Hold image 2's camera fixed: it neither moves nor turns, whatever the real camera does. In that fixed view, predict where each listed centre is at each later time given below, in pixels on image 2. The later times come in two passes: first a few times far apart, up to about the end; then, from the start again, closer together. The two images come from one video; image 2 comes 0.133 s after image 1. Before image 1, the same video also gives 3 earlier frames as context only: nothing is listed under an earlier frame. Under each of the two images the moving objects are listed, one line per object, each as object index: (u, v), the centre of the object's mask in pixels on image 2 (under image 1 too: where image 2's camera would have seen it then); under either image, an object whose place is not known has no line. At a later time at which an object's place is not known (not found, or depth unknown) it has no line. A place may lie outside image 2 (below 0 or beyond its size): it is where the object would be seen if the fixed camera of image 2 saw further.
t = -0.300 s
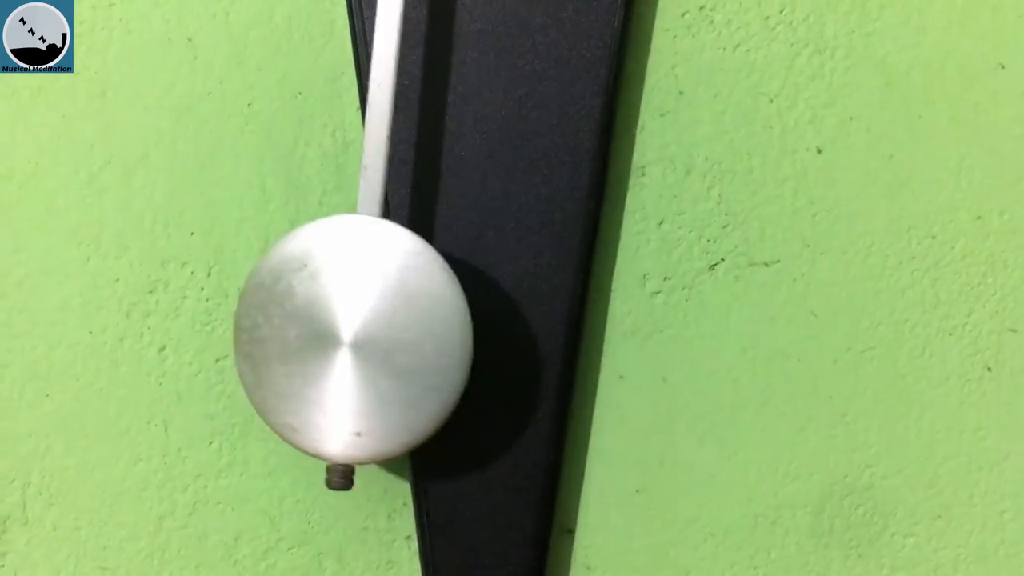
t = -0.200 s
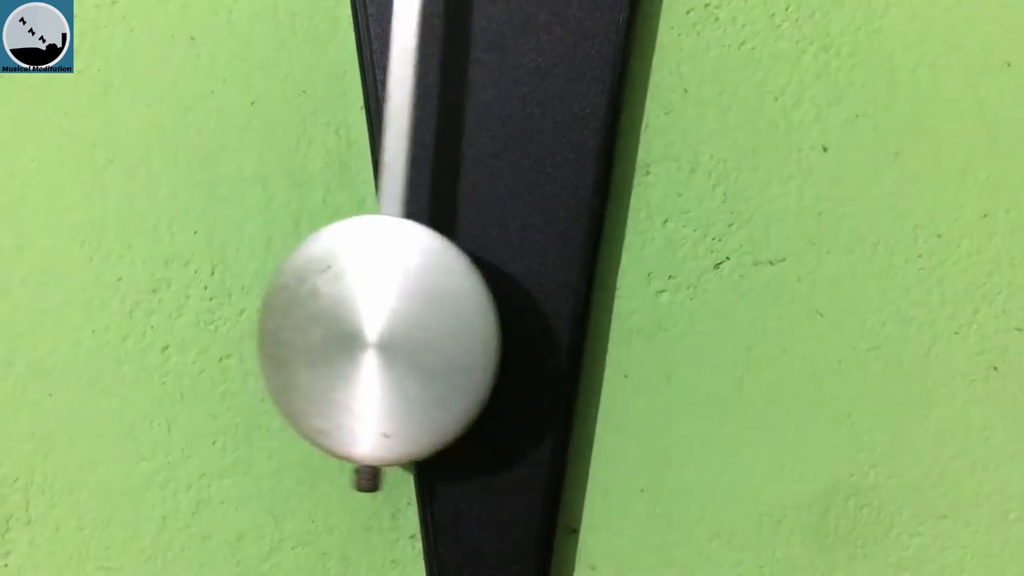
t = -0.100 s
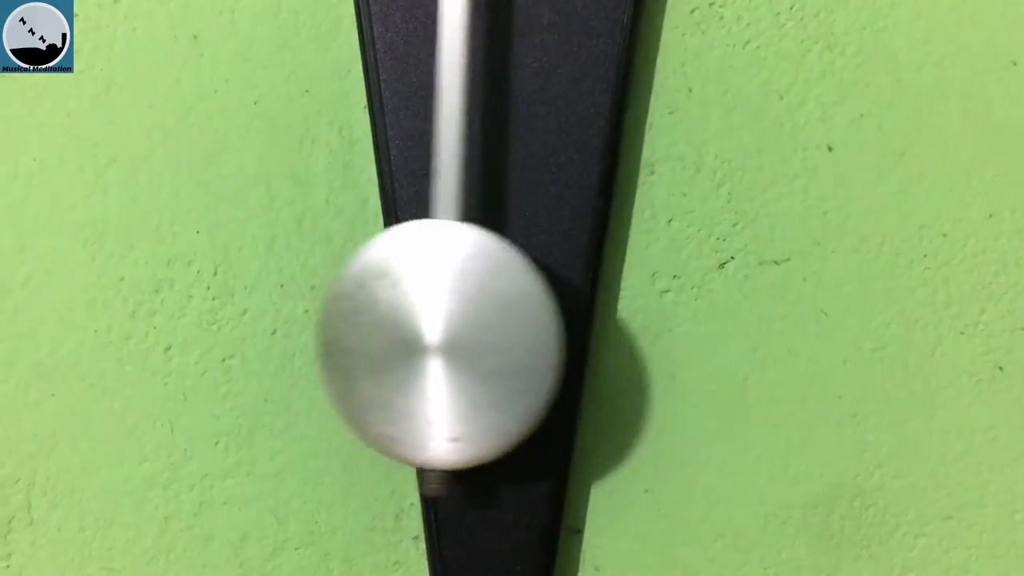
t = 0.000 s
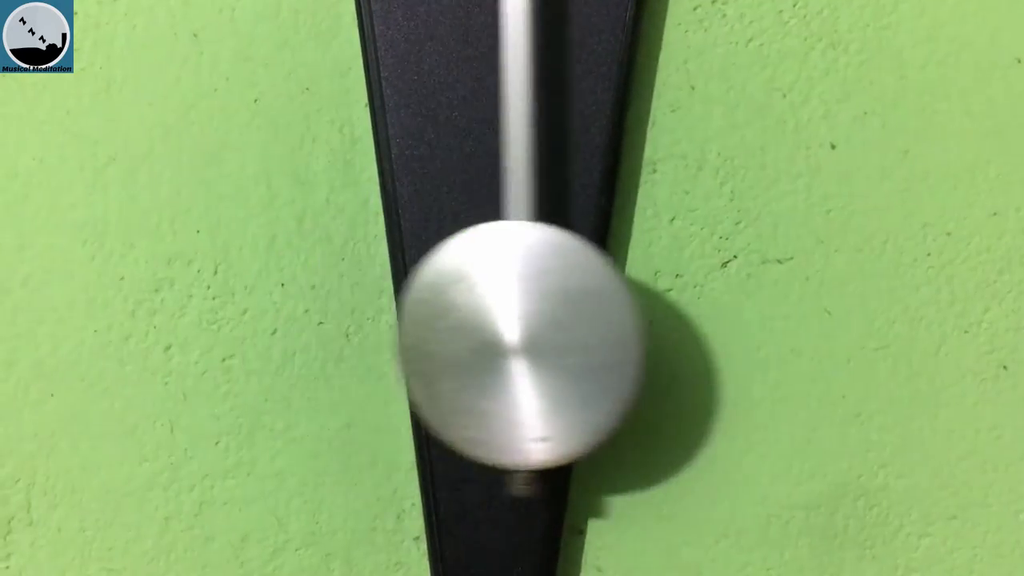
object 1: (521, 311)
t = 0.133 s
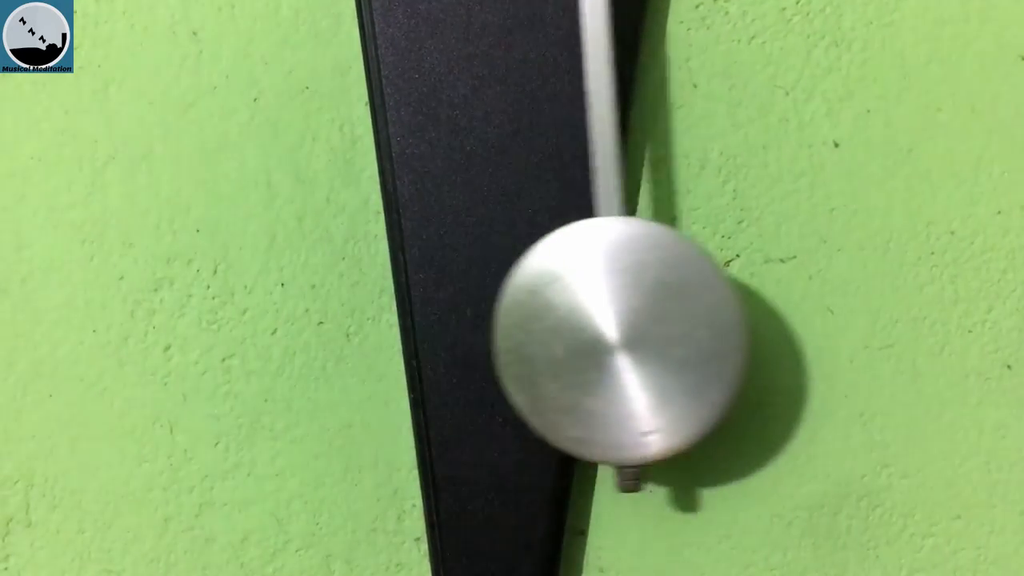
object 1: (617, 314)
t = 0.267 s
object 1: (665, 314)
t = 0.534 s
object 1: (555, 316)
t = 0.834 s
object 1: (379, 315)
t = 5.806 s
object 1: (477, 320)
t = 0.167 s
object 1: (634, 313)
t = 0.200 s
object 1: (649, 313)
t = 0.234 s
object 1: (659, 314)
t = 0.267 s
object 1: (665, 314)
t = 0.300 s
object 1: (666, 314)
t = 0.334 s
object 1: (662, 315)
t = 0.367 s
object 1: (653, 315)
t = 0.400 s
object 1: (640, 315)
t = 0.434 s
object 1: (623, 315)
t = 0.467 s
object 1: (603, 316)
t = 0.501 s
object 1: (580, 315)
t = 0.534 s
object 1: (555, 316)
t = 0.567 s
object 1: (529, 316)
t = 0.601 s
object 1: (506, 315)
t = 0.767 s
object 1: (398, 315)
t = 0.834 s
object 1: (379, 315)
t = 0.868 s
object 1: (377, 314)
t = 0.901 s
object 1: (379, 314)
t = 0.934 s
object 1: (385, 315)
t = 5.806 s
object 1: (477, 320)
